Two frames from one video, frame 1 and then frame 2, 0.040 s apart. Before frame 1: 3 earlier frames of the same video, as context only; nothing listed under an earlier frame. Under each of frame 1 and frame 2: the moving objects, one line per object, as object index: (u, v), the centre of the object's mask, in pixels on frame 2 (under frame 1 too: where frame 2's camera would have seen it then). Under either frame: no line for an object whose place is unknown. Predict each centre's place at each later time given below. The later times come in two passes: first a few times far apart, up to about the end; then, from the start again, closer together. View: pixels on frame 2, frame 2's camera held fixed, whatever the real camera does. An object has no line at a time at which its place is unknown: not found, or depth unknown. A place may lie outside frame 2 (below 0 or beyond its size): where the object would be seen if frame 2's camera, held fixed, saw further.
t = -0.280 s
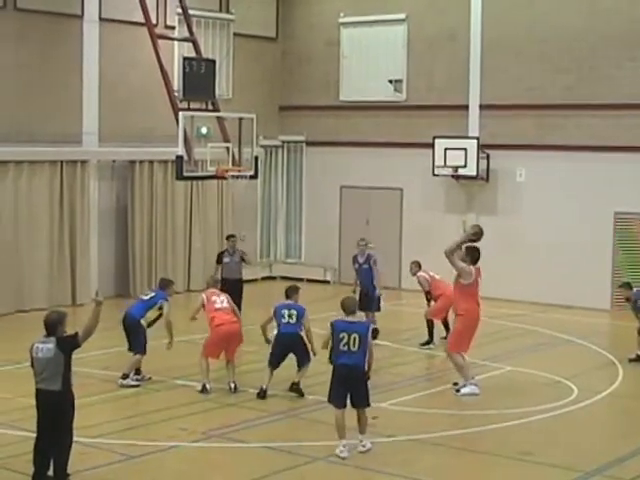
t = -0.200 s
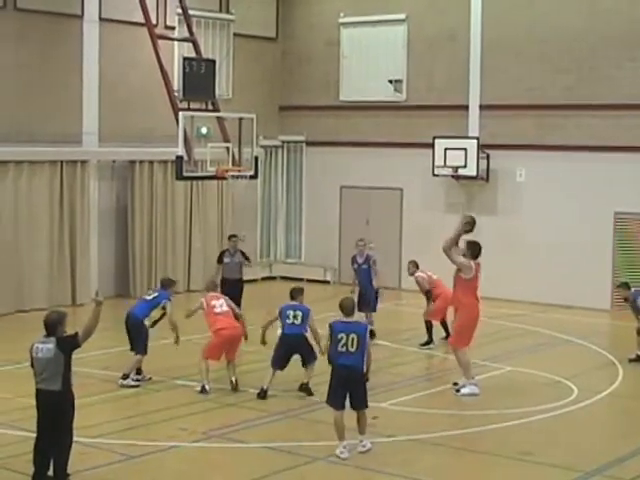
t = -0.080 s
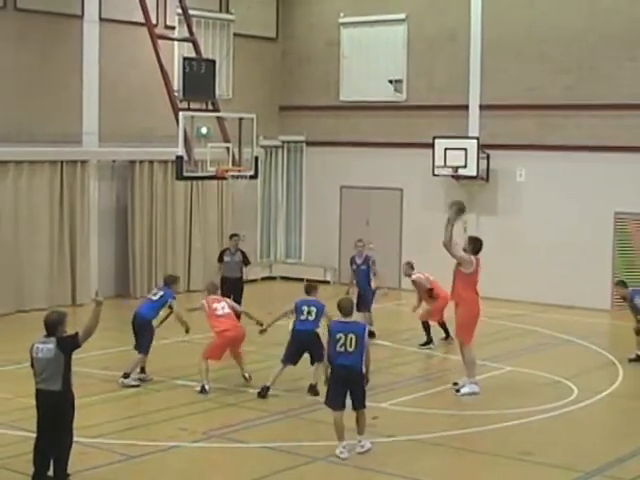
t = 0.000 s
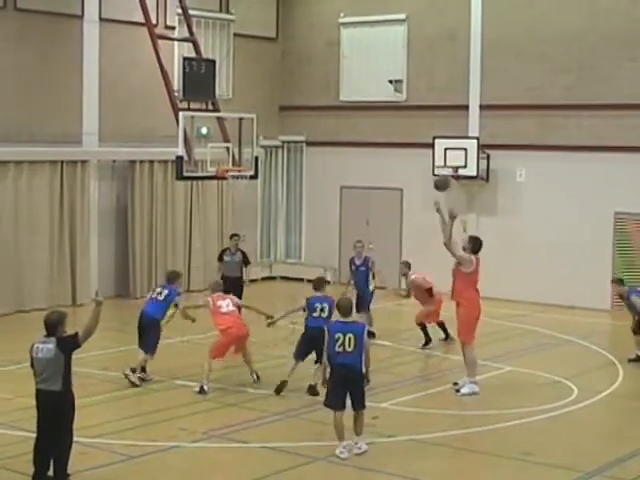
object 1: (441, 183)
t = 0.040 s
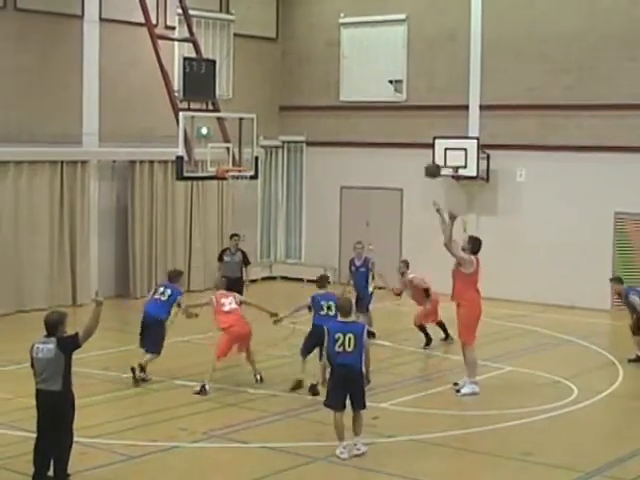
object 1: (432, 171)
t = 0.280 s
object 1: (378, 117)
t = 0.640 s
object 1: (301, 112)
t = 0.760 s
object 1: (280, 124)
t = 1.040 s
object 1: (233, 181)
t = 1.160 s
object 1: (223, 189)
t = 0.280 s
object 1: (378, 117)
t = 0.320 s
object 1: (368, 113)
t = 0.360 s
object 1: (361, 107)
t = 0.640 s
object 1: (301, 112)
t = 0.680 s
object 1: (295, 112)
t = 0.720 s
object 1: (287, 118)
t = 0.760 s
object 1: (280, 124)
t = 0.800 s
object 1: (273, 131)
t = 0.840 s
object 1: (265, 138)
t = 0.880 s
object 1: (259, 145)
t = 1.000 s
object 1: (236, 177)
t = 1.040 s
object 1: (233, 181)
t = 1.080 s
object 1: (229, 183)
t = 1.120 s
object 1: (226, 186)
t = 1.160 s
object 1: (223, 189)
